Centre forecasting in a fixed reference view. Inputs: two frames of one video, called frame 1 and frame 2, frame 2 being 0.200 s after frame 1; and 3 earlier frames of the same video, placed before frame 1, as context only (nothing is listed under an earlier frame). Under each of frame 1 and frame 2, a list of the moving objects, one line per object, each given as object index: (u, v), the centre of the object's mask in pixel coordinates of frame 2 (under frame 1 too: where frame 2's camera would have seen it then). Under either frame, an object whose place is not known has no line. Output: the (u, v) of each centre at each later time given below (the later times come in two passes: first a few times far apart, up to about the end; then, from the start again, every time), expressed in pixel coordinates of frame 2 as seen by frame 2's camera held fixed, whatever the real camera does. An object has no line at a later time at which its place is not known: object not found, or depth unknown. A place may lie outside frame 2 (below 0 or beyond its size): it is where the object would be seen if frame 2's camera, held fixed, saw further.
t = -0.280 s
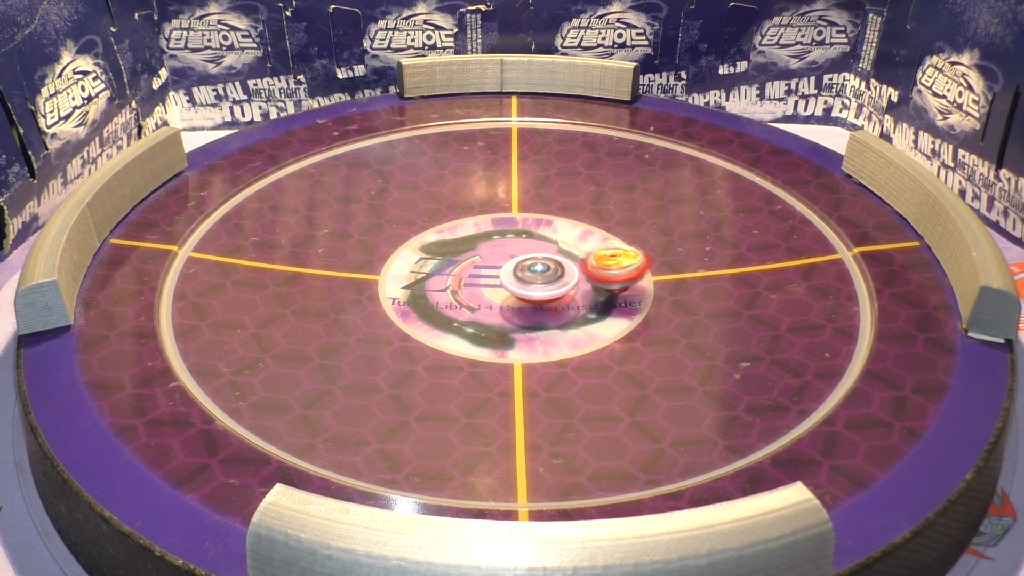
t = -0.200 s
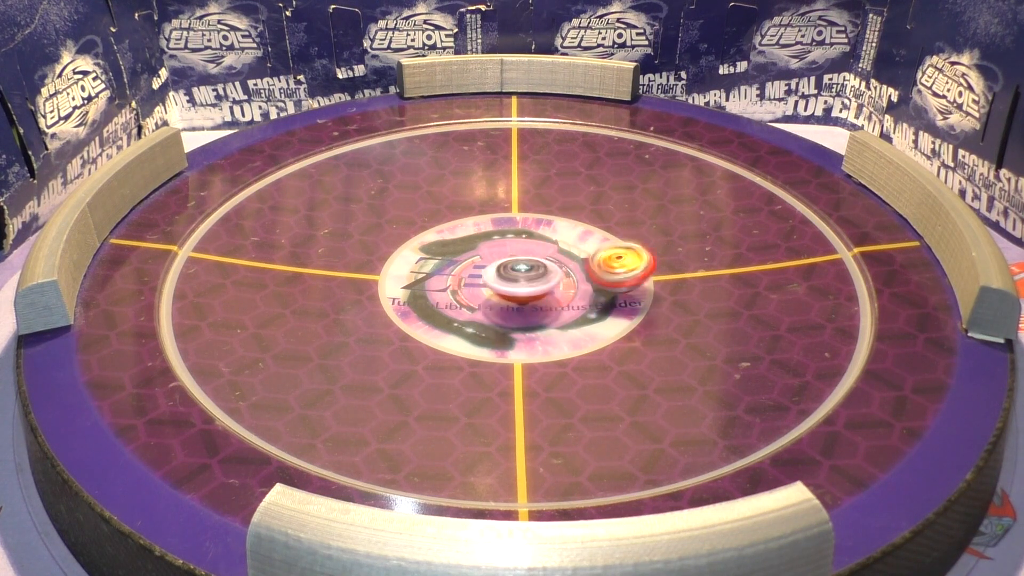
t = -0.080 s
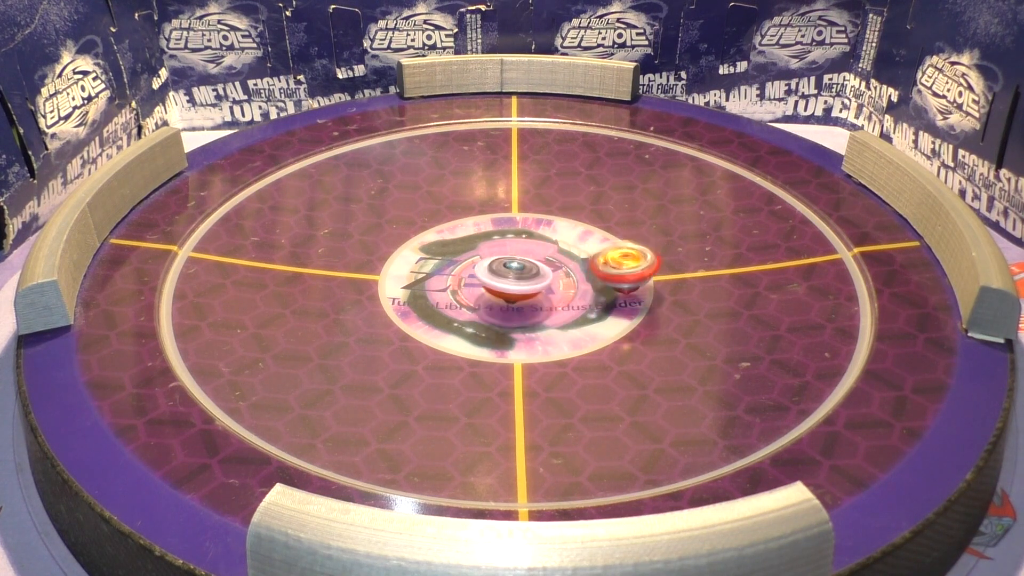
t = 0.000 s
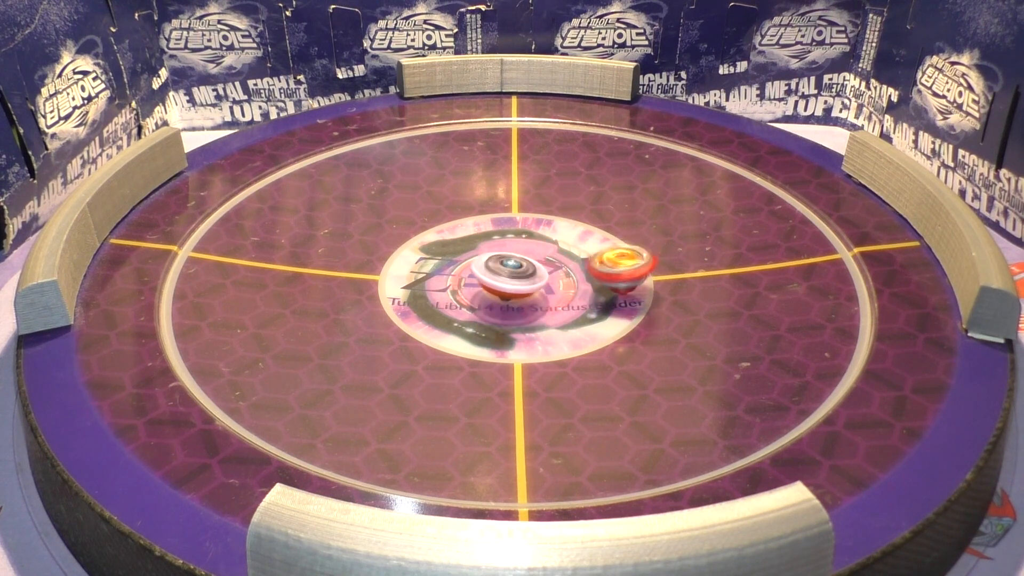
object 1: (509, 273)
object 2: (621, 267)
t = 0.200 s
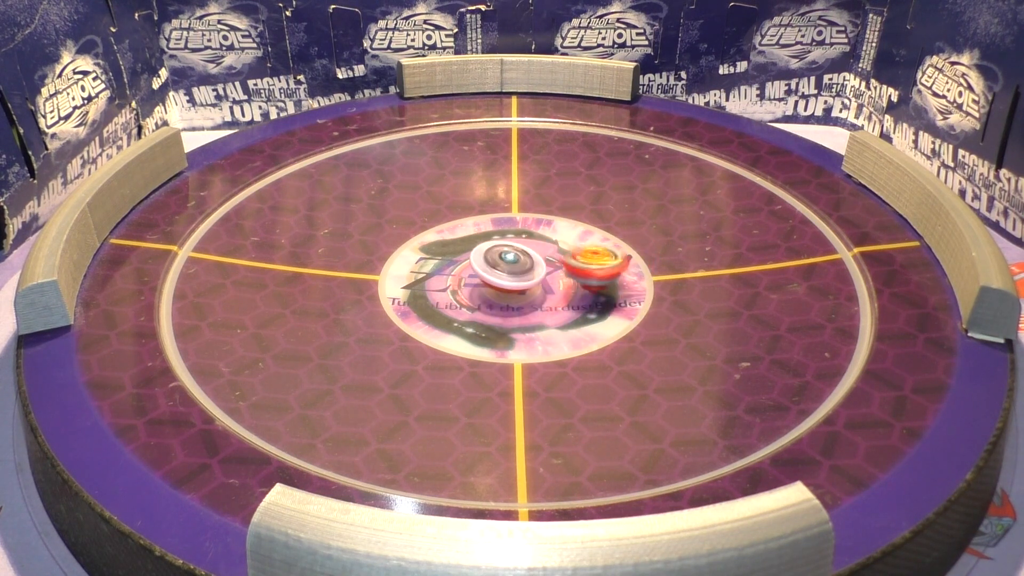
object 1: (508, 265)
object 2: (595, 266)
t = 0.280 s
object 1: (510, 262)
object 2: (581, 263)
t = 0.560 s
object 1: (508, 254)
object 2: (585, 263)
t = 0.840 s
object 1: (502, 251)
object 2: (580, 278)
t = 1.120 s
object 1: (492, 240)
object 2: (543, 284)
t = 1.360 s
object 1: (499, 238)
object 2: (528, 275)
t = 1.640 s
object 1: (505, 249)
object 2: (524, 295)
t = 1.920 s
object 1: (491, 251)
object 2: (512, 289)
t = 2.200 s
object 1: (497, 236)
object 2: (517, 285)
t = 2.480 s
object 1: (514, 241)
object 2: (533, 281)
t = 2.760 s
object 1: (530, 248)
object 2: (498, 282)
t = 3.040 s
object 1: (553, 246)
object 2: (488, 271)
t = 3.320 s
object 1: (555, 259)
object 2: (494, 265)
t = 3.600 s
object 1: (549, 266)
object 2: (488, 262)
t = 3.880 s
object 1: (547, 266)
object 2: (491, 259)
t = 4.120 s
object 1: (543, 268)
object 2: (496, 252)
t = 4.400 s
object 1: (542, 277)
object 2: (497, 252)
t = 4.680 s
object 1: (553, 286)
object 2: (499, 254)
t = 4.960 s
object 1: (553, 287)
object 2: (499, 254)
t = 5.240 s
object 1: (565, 280)
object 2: (499, 254)
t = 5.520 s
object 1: (566, 280)
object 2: (498, 254)
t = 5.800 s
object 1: (554, 285)
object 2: (498, 254)
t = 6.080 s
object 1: (555, 285)
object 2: (498, 254)
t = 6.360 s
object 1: (563, 281)
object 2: (498, 254)
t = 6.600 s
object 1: (571, 279)
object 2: (498, 254)
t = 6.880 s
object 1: (563, 281)
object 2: (499, 254)
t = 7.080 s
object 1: (557, 283)
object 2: (498, 254)
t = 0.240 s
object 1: (508, 264)
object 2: (587, 265)
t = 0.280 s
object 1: (510, 262)
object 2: (581, 263)
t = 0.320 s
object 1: (510, 262)
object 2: (578, 261)
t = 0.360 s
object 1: (508, 261)
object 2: (578, 259)
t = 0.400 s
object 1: (503, 257)
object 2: (582, 261)
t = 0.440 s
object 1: (501, 254)
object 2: (582, 262)
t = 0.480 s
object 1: (503, 253)
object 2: (581, 261)
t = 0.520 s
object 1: (507, 253)
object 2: (583, 262)
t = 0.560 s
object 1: (508, 254)
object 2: (585, 263)
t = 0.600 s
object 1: (508, 253)
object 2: (588, 265)
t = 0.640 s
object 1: (511, 254)
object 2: (585, 268)
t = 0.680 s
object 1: (511, 256)
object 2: (582, 270)
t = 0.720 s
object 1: (511, 256)
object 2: (581, 272)
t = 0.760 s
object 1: (511, 256)
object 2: (580, 273)
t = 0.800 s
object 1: (509, 255)
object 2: (577, 275)
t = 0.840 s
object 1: (502, 251)
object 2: (580, 278)
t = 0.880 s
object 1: (497, 248)
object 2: (579, 281)
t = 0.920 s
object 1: (496, 247)
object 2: (576, 286)
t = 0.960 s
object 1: (493, 246)
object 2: (569, 291)
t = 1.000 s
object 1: (491, 245)
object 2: (560, 290)
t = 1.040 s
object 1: (491, 243)
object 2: (554, 290)
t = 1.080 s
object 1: (491, 242)
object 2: (548, 289)
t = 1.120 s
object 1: (492, 240)
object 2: (543, 284)
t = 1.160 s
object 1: (492, 239)
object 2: (536, 285)
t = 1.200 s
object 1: (494, 238)
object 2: (535, 279)
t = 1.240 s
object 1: (495, 236)
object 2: (531, 276)
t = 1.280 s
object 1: (496, 236)
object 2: (530, 274)
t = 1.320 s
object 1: (497, 236)
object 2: (529, 275)
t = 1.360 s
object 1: (499, 238)
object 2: (528, 275)
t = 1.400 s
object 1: (502, 239)
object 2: (527, 277)
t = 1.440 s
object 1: (505, 240)
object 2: (529, 280)
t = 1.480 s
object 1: (507, 241)
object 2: (531, 284)
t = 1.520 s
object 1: (508, 243)
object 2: (531, 290)
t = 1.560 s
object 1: (506, 246)
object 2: (531, 293)
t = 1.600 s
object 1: (506, 247)
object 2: (526, 295)
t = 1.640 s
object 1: (505, 249)
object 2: (524, 295)
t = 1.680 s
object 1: (504, 249)
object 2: (519, 295)
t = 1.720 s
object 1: (500, 249)
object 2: (518, 292)
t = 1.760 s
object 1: (498, 249)
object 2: (516, 291)
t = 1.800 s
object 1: (495, 249)
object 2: (514, 289)
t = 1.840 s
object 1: (491, 249)
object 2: (511, 288)
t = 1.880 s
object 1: (491, 250)
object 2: (511, 287)
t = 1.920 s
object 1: (491, 251)
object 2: (512, 289)
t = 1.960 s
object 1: (489, 249)
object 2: (510, 287)
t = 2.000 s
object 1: (488, 246)
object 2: (511, 288)
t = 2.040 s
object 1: (489, 243)
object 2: (510, 288)
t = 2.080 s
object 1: (491, 241)
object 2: (511, 288)
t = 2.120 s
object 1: (492, 238)
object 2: (514, 286)
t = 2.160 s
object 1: (494, 236)
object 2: (515, 285)
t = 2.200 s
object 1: (497, 236)
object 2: (517, 285)
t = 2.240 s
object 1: (499, 235)
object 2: (517, 283)
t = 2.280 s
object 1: (501, 235)
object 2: (520, 283)
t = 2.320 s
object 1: (504, 235)
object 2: (523, 283)
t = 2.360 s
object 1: (506, 236)
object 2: (527, 282)
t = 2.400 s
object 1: (509, 238)
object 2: (530, 282)
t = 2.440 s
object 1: (511, 240)
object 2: (533, 281)
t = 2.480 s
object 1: (514, 241)
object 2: (533, 281)
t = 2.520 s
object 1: (517, 242)
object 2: (531, 282)
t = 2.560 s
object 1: (522, 242)
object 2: (526, 284)
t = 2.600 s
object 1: (526, 244)
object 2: (520, 285)
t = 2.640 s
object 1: (529, 244)
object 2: (514, 283)
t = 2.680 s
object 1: (529, 247)
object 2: (508, 284)
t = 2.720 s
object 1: (530, 248)
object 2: (502, 283)
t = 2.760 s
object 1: (530, 248)
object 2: (498, 282)
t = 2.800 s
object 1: (532, 249)
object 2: (493, 279)
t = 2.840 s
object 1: (535, 250)
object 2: (491, 278)
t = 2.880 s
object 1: (539, 251)
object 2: (489, 277)
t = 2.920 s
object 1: (543, 248)
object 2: (488, 275)
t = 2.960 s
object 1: (547, 247)
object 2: (488, 273)
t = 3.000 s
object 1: (551, 245)
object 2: (488, 272)
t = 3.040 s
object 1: (553, 246)
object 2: (488, 271)
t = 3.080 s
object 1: (556, 246)
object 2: (489, 270)
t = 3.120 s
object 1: (558, 247)
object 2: (490, 269)
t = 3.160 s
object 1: (559, 249)
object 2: (491, 268)
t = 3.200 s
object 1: (559, 251)
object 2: (492, 267)
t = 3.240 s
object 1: (560, 253)
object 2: (493, 266)
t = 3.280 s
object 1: (558, 256)
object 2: (494, 266)
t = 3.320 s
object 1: (555, 259)
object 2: (494, 265)
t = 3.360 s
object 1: (553, 262)
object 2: (494, 265)
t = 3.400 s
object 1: (552, 264)
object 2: (492, 263)
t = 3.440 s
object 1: (550, 265)
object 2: (490, 262)
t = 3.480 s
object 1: (550, 266)
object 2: (490, 262)
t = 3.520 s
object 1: (550, 266)
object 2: (489, 262)
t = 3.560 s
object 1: (549, 266)
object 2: (488, 262)
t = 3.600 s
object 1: (549, 266)
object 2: (488, 262)
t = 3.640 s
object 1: (549, 265)
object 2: (488, 262)
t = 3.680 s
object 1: (550, 264)
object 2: (488, 261)
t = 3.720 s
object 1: (549, 264)
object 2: (488, 261)
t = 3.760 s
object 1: (548, 264)
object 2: (489, 261)
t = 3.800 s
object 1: (547, 264)
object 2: (489, 260)
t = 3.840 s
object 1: (546, 265)
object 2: (489, 259)
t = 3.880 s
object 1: (547, 266)
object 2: (491, 259)
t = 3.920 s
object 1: (549, 266)
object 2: (492, 258)
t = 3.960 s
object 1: (548, 268)
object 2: (494, 257)
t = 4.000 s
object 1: (546, 267)
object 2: (495, 255)
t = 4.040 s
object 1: (545, 268)
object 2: (495, 254)
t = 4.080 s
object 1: (544, 269)
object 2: (496, 252)
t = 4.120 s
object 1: (543, 268)
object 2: (496, 252)
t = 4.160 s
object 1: (543, 268)
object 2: (496, 252)
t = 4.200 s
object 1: (543, 269)
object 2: (496, 251)
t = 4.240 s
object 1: (541, 268)
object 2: (495, 251)
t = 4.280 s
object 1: (540, 269)
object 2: (496, 250)
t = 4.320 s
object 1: (540, 271)
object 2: (496, 250)
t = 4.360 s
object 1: (540, 274)
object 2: (496, 251)
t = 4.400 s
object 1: (542, 277)
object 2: (497, 252)
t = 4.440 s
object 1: (545, 278)
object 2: (498, 253)
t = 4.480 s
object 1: (547, 280)
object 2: (498, 254)
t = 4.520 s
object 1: (549, 281)
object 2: (499, 254)
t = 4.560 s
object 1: (551, 283)
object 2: (499, 254)
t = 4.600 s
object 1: (552, 284)
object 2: (499, 254)
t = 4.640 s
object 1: (552, 285)
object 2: (499, 254)
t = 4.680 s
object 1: (553, 286)
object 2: (499, 254)
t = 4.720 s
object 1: (553, 287)
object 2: (499, 254)
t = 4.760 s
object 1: (553, 288)
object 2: (499, 254)
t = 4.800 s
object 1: (554, 289)
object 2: (499, 254)
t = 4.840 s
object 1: (554, 289)
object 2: (499, 254)
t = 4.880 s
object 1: (554, 289)
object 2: (499, 254)
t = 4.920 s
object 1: (554, 288)
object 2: (499, 254)
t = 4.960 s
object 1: (553, 287)
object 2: (499, 254)
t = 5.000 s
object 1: (553, 286)
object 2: (499, 254)
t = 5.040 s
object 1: (555, 285)
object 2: (499, 254)
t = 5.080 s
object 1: (556, 285)
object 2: (499, 254)
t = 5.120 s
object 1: (557, 284)
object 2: (499, 254)
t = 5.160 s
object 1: (559, 282)
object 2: (498, 254)
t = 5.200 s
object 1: (562, 281)
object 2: (498, 254)
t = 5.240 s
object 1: (565, 280)
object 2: (499, 254)
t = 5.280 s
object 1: (568, 279)
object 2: (499, 254)
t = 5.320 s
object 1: (571, 279)
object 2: (499, 254)
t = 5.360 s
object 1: (573, 279)
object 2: (499, 254)
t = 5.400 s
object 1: (573, 279)
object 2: (498, 254)
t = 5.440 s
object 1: (571, 279)
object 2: (499, 254)
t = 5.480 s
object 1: (568, 279)
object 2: (499, 254)
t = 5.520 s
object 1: (566, 280)
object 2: (498, 254)
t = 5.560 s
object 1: (563, 281)
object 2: (498, 254)
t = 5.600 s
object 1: (560, 282)
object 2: (498, 254)
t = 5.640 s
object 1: (558, 283)
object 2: (498, 254)
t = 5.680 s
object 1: (557, 284)
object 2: (498, 254)
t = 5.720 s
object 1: (556, 284)
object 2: (499, 254)
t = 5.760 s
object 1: (555, 285)
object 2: (499, 254)
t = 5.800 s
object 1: (554, 285)
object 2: (498, 254)
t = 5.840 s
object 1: (554, 286)
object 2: (498, 254)
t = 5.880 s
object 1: (554, 286)
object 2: (498, 254)
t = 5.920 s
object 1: (554, 286)
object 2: (499, 254)
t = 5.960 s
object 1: (554, 286)
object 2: (498, 254)
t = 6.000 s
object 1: (554, 286)
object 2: (499, 254)
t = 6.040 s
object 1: (554, 285)
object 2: (498, 254)
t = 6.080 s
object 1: (555, 285)
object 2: (498, 254)
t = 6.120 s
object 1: (555, 285)
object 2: (499, 254)
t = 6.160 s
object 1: (556, 284)
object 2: (499, 254)
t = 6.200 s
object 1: (557, 284)
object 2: (498, 254)
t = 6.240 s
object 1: (558, 283)
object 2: (498, 254)
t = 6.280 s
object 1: (560, 282)
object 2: (499, 254)
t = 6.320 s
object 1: (562, 281)
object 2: (498, 254)
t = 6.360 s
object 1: (563, 281)
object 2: (498, 254)
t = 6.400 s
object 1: (565, 280)
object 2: (498, 254)
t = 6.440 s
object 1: (566, 279)
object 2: (498, 254)
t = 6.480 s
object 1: (568, 279)
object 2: (498, 254)
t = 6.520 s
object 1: (570, 279)
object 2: (499, 254)
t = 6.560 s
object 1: (571, 279)
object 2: (498, 254)
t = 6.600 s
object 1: (571, 279)
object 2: (498, 254)
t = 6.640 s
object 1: (571, 279)
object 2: (498, 254)
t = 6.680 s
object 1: (570, 279)
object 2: (499, 254)
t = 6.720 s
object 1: (569, 279)
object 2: (499, 254)
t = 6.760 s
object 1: (567, 280)
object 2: (498, 254)
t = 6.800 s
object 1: (565, 280)
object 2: (498, 254)
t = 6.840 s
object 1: (564, 280)
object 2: (498, 254)
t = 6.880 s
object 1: (563, 281)
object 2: (499, 254)
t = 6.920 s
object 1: (562, 281)
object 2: (499, 254)
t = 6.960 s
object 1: (560, 282)
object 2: (499, 254)
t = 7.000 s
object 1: (559, 283)
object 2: (499, 254)
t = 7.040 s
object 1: (558, 283)
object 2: (498, 254)
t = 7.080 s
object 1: (557, 283)
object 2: (498, 254)
